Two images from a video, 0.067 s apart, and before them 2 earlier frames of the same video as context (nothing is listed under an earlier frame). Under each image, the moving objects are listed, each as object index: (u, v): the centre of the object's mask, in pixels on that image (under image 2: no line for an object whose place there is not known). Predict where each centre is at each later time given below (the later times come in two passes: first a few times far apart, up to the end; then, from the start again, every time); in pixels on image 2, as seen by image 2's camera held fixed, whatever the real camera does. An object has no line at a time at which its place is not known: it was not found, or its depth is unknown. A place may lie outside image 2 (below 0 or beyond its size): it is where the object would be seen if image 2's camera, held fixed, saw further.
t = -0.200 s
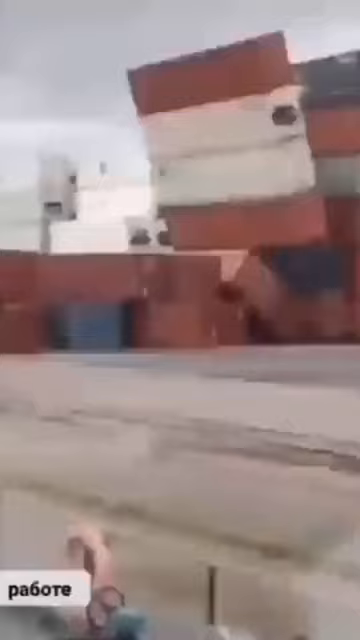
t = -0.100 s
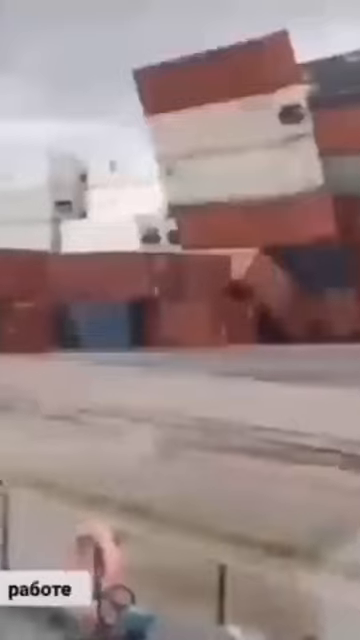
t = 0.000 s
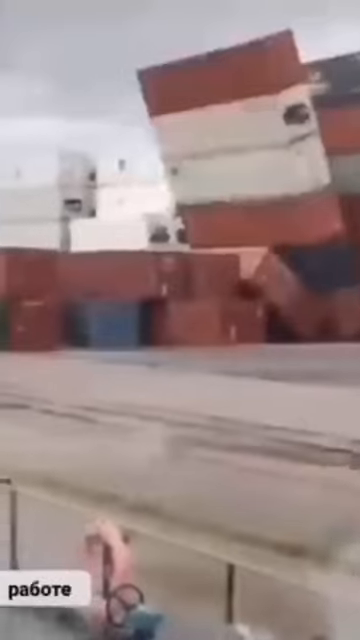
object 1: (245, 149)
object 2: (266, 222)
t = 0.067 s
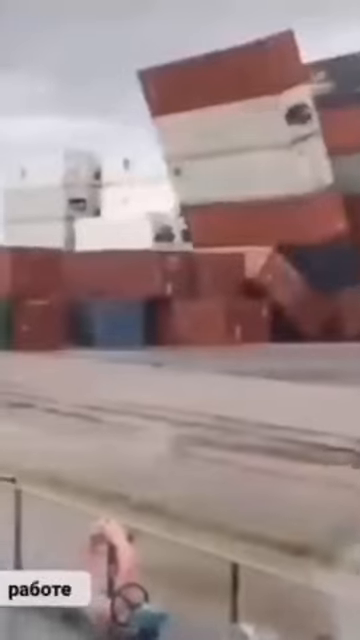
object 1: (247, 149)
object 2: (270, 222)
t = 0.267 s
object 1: (239, 153)
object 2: (266, 224)
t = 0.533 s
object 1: (226, 160)
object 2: (259, 227)
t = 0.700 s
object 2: (255, 230)
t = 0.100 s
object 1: (246, 150)
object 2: (269, 222)
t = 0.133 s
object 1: (245, 150)
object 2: (269, 222)
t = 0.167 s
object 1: (243, 151)
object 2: (268, 223)
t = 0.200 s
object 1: (242, 152)
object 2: (267, 223)
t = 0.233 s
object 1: (240, 152)
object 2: (266, 223)
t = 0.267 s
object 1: (239, 153)
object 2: (266, 224)
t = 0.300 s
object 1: (238, 154)
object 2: (265, 224)
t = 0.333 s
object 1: (236, 154)
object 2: (264, 224)
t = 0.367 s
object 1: (234, 155)
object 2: (263, 224)
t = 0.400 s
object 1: (233, 156)
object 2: (262, 225)
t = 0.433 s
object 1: (231, 157)
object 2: (261, 225)
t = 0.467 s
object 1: (230, 158)
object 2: (260, 226)
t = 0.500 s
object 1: (228, 159)
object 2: (259, 226)
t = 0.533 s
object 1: (226, 160)
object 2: (259, 227)
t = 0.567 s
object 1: (224, 162)
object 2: (258, 228)
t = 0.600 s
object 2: (257, 228)
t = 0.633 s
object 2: (256, 229)
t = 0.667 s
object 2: (256, 229)
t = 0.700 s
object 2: (255, 230)
